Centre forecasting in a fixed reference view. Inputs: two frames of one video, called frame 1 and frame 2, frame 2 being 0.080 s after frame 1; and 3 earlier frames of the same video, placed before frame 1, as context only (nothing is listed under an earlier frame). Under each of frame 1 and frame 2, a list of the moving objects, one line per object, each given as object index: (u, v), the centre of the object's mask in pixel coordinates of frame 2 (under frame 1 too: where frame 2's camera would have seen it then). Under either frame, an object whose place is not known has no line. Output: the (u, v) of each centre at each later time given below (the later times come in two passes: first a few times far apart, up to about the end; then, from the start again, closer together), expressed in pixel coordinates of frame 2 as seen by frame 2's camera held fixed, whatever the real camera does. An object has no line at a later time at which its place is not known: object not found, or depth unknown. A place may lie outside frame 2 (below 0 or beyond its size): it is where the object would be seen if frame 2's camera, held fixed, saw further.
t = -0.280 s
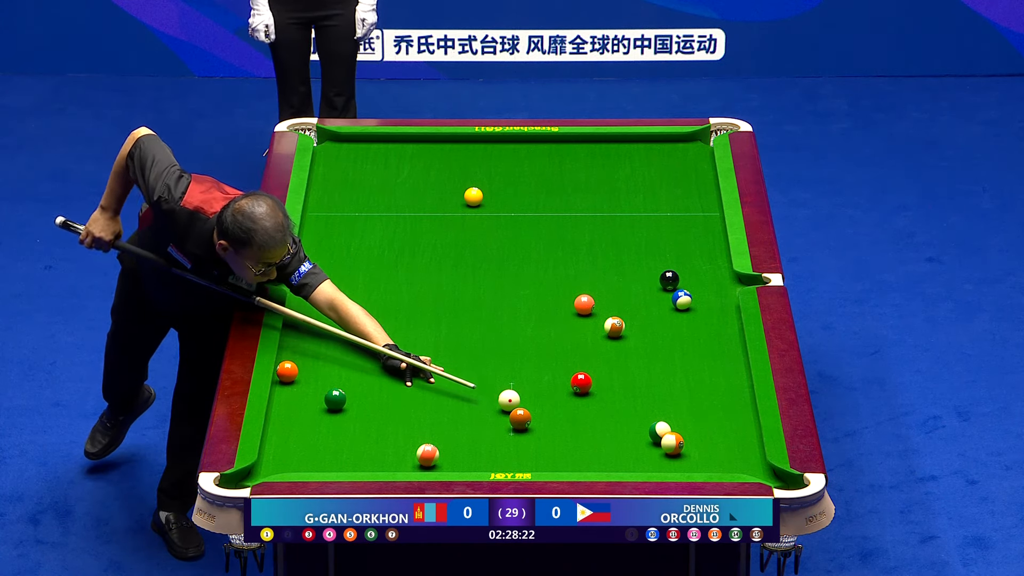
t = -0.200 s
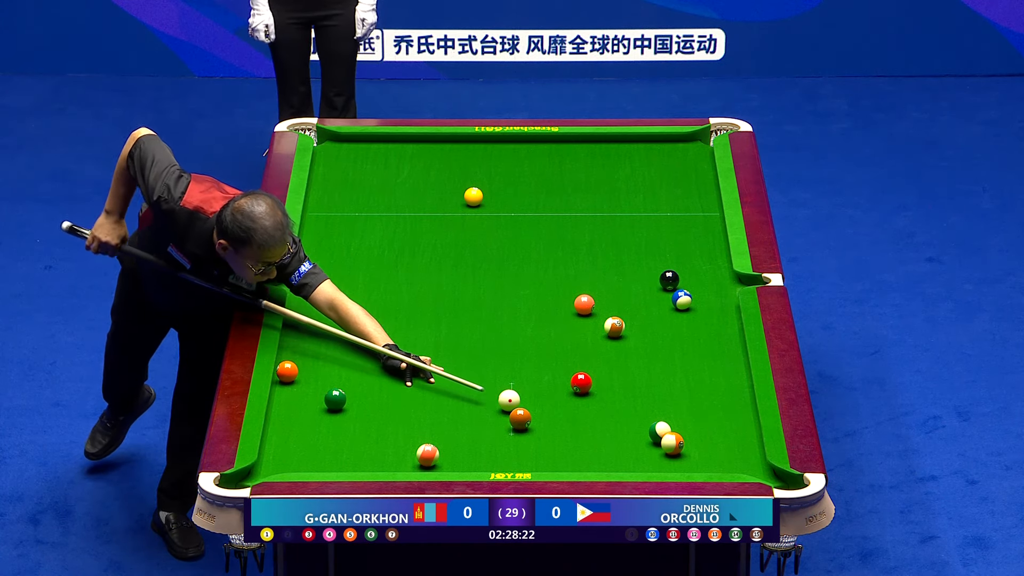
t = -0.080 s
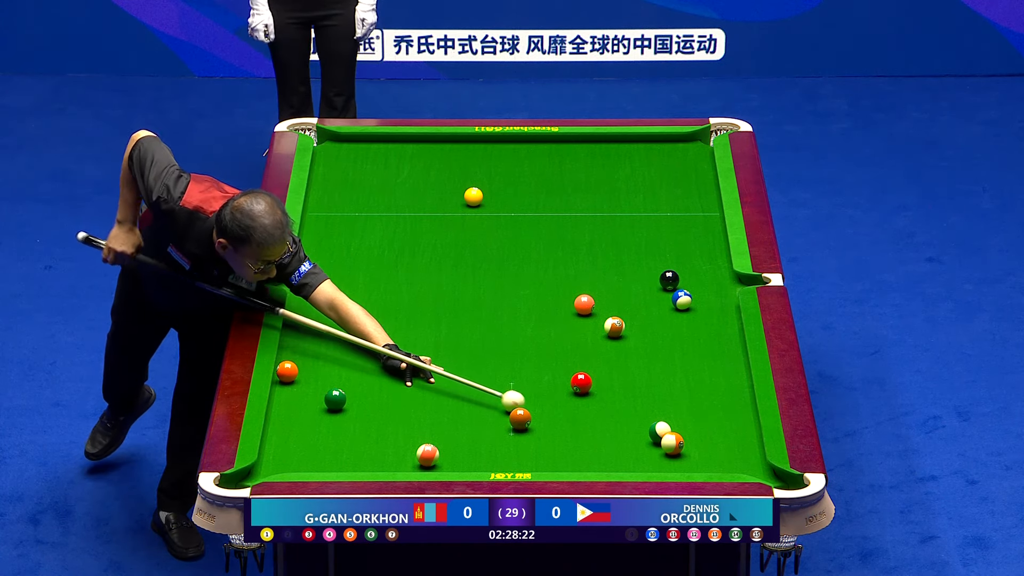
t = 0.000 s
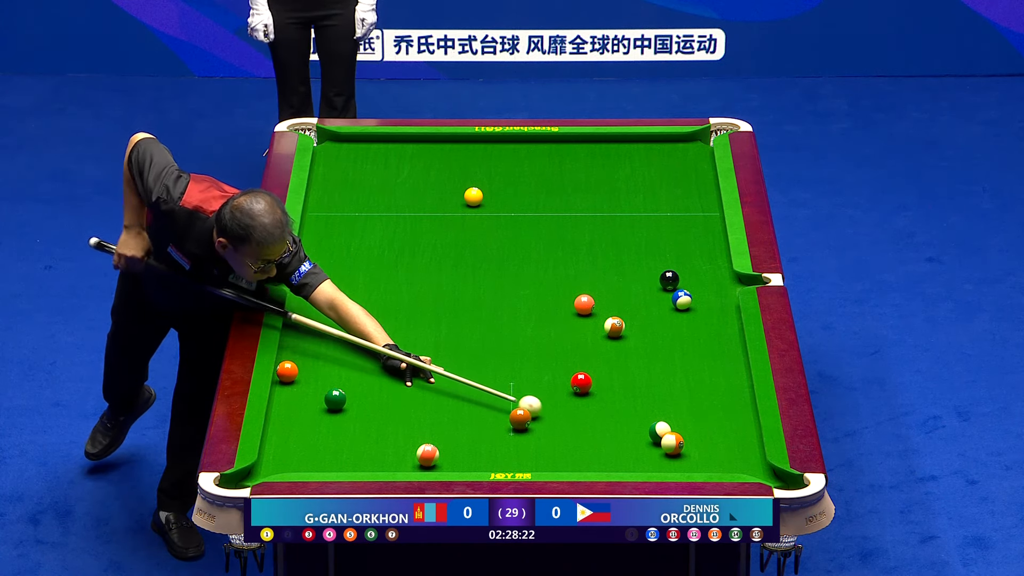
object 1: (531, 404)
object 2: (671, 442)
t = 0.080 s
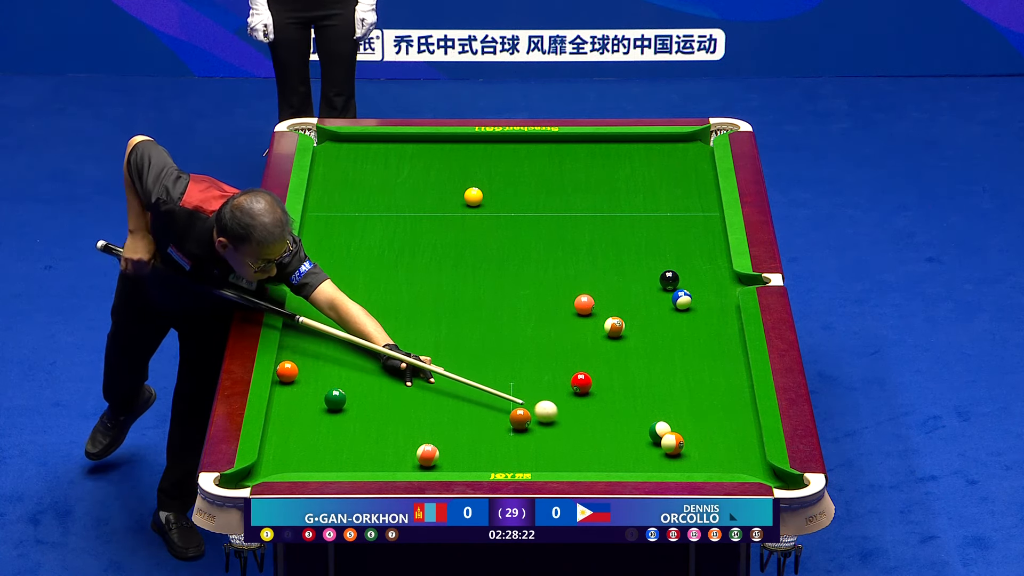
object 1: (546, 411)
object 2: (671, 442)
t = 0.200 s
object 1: (570, 419)
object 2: (671, 442)
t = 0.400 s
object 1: (609, 431)
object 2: (671, 442)
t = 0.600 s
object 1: (648, 443)
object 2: (671, 441)
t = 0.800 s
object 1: (657, 454)
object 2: (699, 444)
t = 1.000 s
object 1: (665, 463)
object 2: (721, 445)
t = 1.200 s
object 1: (673, 467)
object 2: (742, 446)
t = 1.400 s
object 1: (677, 464)
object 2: (746, 447)
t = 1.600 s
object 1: (680, 462)
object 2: (736, 447)
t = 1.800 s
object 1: (683, 458)
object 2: (726, 448)
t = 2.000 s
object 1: (686, 454)
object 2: (718, 448)
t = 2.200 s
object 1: (688, 451)
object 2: (711, 448)
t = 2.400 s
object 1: (684, 449)
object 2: (710, 448)
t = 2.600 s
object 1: (681, 448)
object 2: (710, 448)
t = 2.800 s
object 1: (679, 447)
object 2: (710, 448)
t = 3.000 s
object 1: (678, 447)
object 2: (710, 448)
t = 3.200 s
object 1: (678, 447)
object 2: (710, 448)
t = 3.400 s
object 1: (678, 447)
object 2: (710, 448)
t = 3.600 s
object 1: (679, 447)
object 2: (710, 448)
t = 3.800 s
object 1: (679, 447)
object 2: (710, 448)
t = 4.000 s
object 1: (679, 447)
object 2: (710, 448)
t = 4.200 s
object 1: (679, 447)
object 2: (710, 448)
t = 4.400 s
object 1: (679, 448)
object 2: (710, 448)
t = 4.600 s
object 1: (679, 448)
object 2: (710, 448)
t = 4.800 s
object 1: (679, 448)
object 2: (710, 448)
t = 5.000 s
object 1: (679, 448)
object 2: (710, 448)
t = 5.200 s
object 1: (679, 448)
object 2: (710, 448)
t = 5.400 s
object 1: (679, 448)
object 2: (710, 448)
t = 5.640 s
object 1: (679, 447)
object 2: (710, 448)
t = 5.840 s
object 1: (679, 448)
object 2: (710, 448)
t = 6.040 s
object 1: (679, 448)
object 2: (710, 448)
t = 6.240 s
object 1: (679, 448)
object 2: (710, 448)
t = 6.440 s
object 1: (679, 448)
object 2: (710, 448)
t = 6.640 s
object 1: (679, 448)
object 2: (710, 448)
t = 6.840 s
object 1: (679, 448)
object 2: (710, 448)
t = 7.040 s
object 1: (679, 447)
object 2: (710, 448)
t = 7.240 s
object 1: (679, 447)
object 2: (710, 448)
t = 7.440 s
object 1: (679, 447)
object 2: (710, 448)
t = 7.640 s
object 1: (679, 447)
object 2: (710, 448)
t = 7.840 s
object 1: (679, 447)
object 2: (710, 448)
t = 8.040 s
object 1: (679, 447)
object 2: (710, 448)
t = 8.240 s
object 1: (679, 447)
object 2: (710, 448)
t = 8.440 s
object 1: (679, 447)
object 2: (710, 448)
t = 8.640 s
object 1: (679, 447)
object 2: (710, 448)
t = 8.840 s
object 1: (679, 447)
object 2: (710, 448)
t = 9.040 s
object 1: (679, 447)
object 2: (710, 448)
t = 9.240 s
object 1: (679, 447)
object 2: (710, 448)
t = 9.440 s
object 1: (679, 447)
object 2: (710, 448)
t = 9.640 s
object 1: (679, 447)
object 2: (710, 448)
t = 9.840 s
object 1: (679, 447)
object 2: (710, 448)
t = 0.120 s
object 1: (554, 414)
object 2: (671, 442)
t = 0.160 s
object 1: (562, 416)
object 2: (671, 442)
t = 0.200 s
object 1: (570, 419)
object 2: (671, 442)
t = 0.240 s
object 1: (578, 421)
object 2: (671, 442)
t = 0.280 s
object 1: (585, 423)
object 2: (671, 442)
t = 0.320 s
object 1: (593, 426)
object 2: (671, 442)
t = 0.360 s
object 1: (601, 428)
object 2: (671, 442)
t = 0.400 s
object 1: (609, 431)
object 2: (671, 442)
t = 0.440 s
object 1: (617, 433)
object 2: (671, 442)
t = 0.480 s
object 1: (625, 435)
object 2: (671, 442)
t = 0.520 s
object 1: (633, 438)
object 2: (671, 442)
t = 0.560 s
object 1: (641, 441)
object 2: (671, 442)
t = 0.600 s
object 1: (648, 443)
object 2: (671, 441)
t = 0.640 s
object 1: (650, 445)
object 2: (677, 442)
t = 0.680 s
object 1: (651, 447)
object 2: (683, 442)
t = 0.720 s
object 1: (653, 449)
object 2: (689, 443)
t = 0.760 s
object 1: (655, 451)
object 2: (694, 443)
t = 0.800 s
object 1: (657, 454)
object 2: (699, 444)
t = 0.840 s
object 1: (659, 456)
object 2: (703, 444)
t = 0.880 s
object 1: (660, 458)
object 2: (708, 445)
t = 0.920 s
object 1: (662, 460)
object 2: (712, 445)
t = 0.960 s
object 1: (664, 461)
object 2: (717, 445)
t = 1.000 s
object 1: (665, 463)
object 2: (721, 445)
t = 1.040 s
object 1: (667, 464)
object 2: (726, 446)
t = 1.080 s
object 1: (669, 465)
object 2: (730, 446)
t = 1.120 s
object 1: (670, 466)
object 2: (734, 446)
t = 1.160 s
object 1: (672, 467)
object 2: (738, 446)
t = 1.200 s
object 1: (673, 467)
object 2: (742, 446)
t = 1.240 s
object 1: (674, 466)
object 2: (746, 446)
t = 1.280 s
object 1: (675, 466)
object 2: (750, 447)
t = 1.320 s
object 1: (675, 465)
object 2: (751, 447)
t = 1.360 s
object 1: (676, 465)
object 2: (749, 447)
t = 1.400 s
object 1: (677, 464)
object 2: (746, 447)
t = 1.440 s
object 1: (678, 464)
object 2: (745, 447)
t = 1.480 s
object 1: (678, 463)
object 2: (742, 447)
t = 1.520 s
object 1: (679, 462)
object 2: (740, 447)
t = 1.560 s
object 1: (680, 462)
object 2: (738, 447)
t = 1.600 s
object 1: (680, 462)
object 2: (736, 447)
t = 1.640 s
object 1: (681, 461)
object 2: (734, 447)
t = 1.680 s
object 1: (681, 461)
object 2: (732, 448)
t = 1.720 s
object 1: (682, 460)
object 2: (730, 448)
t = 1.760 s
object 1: (683, 459)
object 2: (728, 448)
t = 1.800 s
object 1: (683, 458)
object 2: (726, 448)
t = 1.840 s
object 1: (684, 457)
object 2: (724, 448)
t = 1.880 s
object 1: (684, 456)
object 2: (723, 448)
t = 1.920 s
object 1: (685, 455)
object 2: (722, 448)
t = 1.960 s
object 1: (685, 455)
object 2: (720, 448)
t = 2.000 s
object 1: (686, 454)
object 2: (718, 448)
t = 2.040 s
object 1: (686, 454)
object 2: (716, 448)
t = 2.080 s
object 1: (687, 453)
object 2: (715, 448)
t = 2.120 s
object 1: (687, 452)
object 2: (713, 448)
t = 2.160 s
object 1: (687, 452)
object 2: (712, 448)
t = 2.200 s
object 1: (688, 451)
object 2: (711, 448)
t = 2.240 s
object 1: (687, 451)
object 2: (710, 448)
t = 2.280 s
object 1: (686, 450)
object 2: (710, 448)
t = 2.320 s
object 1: (686, 450)
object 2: (710, 448)
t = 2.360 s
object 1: (685, 450)
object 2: (710, 448)
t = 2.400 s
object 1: (684, 449)
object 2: (710, 448)
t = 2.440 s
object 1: (684, 449)
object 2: (710, 448)
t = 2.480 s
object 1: (683, 449)
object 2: (710, 448)
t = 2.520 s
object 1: (682, 449)
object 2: (710, 448)
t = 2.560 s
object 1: (682, 448)
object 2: (710, 448)
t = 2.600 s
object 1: (681, 448)
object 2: (710, 448)
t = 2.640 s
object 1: (681, 448)
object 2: (710, 448)
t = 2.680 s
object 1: (680, 448)
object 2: (710, 448)
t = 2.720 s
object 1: (680, 448)
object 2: (710, 448)
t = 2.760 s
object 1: (680, 448)
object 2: (710, 448)
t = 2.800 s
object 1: (679, 447)
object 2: (710, 448)
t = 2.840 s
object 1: (679, 447)
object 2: (710, 448)
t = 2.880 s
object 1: (679, 447)
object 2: (710, 448)
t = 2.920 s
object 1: (678, 447)
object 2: (710, 448)
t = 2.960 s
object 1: (678, 447)
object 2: (710, 448)
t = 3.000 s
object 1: (678, 447)
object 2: (710, 448)
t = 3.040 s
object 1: (678, 447)
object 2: (710, 448)
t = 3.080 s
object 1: (678, 447)
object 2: (710, 448)
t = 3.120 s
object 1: (678, 447)
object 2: (710, 448)
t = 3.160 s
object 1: (678, 447)
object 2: (710, 448)
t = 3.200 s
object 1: (678, 447)
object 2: (710, 448)
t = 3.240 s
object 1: (678, 447)
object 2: (710, 448)
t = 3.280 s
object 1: (678, 447)
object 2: (710, 448)
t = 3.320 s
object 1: (678, 447)
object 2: (710, 448)
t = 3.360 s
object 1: (678, 447)
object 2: (710, 448)
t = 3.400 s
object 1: (678, 447)
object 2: (710, 448)
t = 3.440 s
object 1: (678, 447)
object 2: (710, 448)
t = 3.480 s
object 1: (678, 447)
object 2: (710, 448)
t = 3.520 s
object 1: (679, 447)
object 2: (710, 448)
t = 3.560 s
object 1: (679, 447)
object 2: (710, 448)
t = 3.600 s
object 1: (679, 447)
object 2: (710, 448)
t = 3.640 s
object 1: (679, 447)
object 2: (710, 448)
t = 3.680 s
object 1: (679, 447)
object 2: (710, 448)
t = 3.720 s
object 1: (679, 447)
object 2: (710, 448)
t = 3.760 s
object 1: (679, 447)
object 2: (710, 448)
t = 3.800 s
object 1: (679, 447)
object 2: (710, 448)
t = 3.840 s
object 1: (679, 447)
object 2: (710, 448)
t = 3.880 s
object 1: (679, 447)
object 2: (710, 448)
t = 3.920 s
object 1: (679, 447)
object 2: (710, 448)
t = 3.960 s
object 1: (679, 447)
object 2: (710, 448)
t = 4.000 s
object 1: (679, 447)
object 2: (710, 448)
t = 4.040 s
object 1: (679, 447)
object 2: (710, 448)
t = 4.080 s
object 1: (679, 447)
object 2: (710, 448)
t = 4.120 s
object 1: (679, 447)
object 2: (710, 448)
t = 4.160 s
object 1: (679, 447)
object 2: (710, 448)
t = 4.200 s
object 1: (679, 447)
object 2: (710, 448)
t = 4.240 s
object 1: (679, 447)
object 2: (710, 448)
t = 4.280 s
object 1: (679, 448)
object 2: (710, 448)
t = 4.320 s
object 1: (679, 448)
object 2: (710, 448)
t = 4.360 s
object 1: (679, 447)
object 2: (710, 448)
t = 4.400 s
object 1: (679, 448)
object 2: (710, 448)
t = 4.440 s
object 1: (679, 448)
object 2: (710, 448)
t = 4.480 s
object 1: (679, 448)
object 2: (710, 448)
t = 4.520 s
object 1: (679, 448)
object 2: (710, 448)
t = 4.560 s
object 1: (679, 448)
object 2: (710, 448)
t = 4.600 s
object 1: (679, 448)
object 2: (710, 448)
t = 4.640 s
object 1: (679, 448)
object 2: (710, 448)
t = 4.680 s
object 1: (679, 448)
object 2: (710, 448)
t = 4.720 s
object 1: (679, 448)
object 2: (710, 448)
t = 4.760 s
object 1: (679, 447)
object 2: (710, 448)
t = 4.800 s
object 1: (679, 448)
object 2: (710, 448)
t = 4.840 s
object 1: (679, 448)
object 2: (710, 448)
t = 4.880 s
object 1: (679, 448)
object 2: (710, 448)
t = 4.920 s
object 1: (679, 448)
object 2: (710, 448)
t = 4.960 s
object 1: (679, 448)
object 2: (710, 448)
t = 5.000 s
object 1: (679, 448)
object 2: (710, 448)
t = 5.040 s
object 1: (679, 447)
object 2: (710, 448)
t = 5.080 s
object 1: (679, 448)
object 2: (710, 448)
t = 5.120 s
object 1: (679, 447)
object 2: (710, 448)
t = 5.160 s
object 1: (679, 448)
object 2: (710, 448)
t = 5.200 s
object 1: (679, 448)
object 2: (710, 448)
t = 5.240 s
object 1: (679, 448)
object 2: (710, 448)
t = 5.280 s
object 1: (679, 447)
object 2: (710, 448)
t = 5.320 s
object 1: (679, 448)
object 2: (710, 448)
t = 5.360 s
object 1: (679, 448)
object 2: (710, 448)
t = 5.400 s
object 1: (679, 448)
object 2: (710, 448)
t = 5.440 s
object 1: (679, 448)
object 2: (710, 448)
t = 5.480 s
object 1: (679, 448)
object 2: (710, 448)
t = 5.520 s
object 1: (679, 448)
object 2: (710, 448)
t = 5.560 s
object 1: (679, 448)
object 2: (710, 448)
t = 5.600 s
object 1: (679, 448)
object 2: (710, 448)
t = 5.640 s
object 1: (679, 447)
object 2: (710, 448)
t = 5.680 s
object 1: (679, 448)
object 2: (710, 448)
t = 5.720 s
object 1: (679, 448)
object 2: (710, 448)
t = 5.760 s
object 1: (679, 448)
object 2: (710, 448)
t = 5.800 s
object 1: (679, 448)
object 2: (710, 448)
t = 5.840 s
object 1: (679, 448)
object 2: (710, 448)
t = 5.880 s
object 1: (679, 448)
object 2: (710, 448)
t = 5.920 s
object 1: (679, 448)
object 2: (710, 448)
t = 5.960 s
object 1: (679, 447)
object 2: (710, 448)
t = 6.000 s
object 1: (679, 448)
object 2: (710, 448)
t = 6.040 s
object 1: (679, 448)
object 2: (710, 448)
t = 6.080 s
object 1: (679, 448)
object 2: (710, 448)
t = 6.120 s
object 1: (679, 448)
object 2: (710, 448)
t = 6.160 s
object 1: (679, 448)
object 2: (710, 448)
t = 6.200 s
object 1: (679, 447)
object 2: (710, 448)
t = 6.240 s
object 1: (679, 448)
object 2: (710, 448)
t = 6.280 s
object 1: (679, 448)
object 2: (710, 448)
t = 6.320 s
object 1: (679, 448)
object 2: (710, 448)
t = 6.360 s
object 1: (679, 448)
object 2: (710, 448)
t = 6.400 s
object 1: (679, 448)
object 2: (710, 448)
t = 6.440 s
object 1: (679, 448)
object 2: (710, 448)
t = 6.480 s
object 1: (679, 448)
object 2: (710, 448)
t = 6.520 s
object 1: (679, 448)
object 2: (710, 448)
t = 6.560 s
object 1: (679, 448)
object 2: (710, 448)
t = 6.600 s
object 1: (679, 448)
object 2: (710, 448)
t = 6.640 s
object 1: (679, 448)
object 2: (710, 448)
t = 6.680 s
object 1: (679, 448)
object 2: (710, 448)
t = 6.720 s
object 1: (679, 447)
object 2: (710, 448)
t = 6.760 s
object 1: (679, 448)
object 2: (710, 448)
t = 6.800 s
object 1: (679, 447)
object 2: (710, 448)
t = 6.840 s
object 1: (679, 448)
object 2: (710, 448)
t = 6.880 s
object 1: (679, 448)
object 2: (710, 448)
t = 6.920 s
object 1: (679, 448)
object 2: (710, 448)
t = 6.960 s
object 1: (679, 447)
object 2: (710, 448)
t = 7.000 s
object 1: (679, 447)
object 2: (710, 448)
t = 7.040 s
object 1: (679, 447)
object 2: (710, 448)
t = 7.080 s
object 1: (679, 448)
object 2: (710, 448)
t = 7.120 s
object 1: (679, 447)
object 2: (710, 448)
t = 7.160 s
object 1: (679, 447)
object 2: (710, 448)
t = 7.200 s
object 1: (679, 447)
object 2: (710, 448)
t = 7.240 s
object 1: (679, 447)
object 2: (710, 448)
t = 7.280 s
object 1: (679, 447)
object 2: (710, 448)
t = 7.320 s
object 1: (679, 447)
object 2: (710, 448)
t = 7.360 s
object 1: (679, 447)
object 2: (710, 448)
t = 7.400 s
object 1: (679, 447)
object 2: (710, 448)
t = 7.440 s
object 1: (679, 447)
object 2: (710, 448)
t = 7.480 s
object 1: (679, 447)
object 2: (710, 448)
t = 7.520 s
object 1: (679, 447)
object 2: (710, 448)
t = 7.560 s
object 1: (679, 447)
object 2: (710, 448)
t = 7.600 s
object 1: (679, 447)
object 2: (710, 448)
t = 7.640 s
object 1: (679, 447)
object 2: (710, 448)
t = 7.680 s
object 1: (679, 447)
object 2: (710, 448)
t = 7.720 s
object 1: (679, 447)
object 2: (710, 448)
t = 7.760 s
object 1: (679, 447)
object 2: (710, 448)
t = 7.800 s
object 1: (679, 447)
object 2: (710, 448)
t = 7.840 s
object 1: (679, 447)
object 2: (710, 448)
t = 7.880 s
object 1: (679, 447)
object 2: (710, 448)
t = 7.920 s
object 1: (679, 447)
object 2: (710, 448)
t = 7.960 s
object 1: (679, 447)
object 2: (710, 448)
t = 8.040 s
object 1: (679, 447)
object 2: (710, 448)
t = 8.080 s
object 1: (679, 447)
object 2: (710, 448)
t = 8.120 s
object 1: (679, 447)
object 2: (710, 448)
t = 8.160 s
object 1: (679, 447)
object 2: (710, 448)
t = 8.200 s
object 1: (679, 447)
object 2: (710, 448)
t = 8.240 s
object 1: (679, 447)
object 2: (710, 448)
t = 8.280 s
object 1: (679, 447)
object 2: (710, 448)
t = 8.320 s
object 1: (679, 447)
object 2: (710, 448)
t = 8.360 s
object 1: (679, 447)
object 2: (710, 448)
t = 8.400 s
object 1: (679, 447)
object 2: (710, 448)
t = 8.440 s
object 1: (679, 447)
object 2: (710, 448)
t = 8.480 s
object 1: (679, 447)
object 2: (710, 448)
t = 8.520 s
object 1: (679, 447)
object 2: (710, 448)
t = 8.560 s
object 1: (679, 447)
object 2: (710, 448)
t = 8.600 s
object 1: (679, 447)
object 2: (710, 448)
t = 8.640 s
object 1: (679, 447)
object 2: (710, 448)
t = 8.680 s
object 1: (679, 447)
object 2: (710, 448)
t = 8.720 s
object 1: (679, 447)
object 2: (710, 448)
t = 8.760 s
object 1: (679, 447)
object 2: (710, 448)
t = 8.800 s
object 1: (679, 447)
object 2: (710, 448)
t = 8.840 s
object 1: (679, 447)
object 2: (710, 448)
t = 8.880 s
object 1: (679, 447)
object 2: (710, 448)
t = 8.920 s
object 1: (679, 447)
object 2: (710, 448)
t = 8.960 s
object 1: (679, 447)
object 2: (710, 448)
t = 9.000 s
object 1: (679, 447)
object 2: (710, 448)
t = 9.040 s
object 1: (679, 447)
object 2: (710, 448)
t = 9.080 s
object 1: (679, 447)
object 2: (710, 448)
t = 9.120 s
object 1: (679, 447)
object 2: (710, 448)
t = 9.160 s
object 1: (679, 447)
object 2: (710, 448)
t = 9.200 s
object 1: (679, 447)
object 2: (710, 448)
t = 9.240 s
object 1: (679, 447)
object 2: (710, 448)
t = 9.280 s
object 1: (679, 447)
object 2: (710, 448)
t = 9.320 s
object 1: (679, 447)
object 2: (710, 448)
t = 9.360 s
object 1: (679, 447)
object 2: (710, 448)
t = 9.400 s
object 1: (679, 447)
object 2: (710, 448)
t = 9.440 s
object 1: (679, 447)
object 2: (710, 448)
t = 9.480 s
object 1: (679, 447)
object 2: (710, 448)
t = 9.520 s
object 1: (679, 447)
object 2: (710, 448)
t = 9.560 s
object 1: (679, 447)
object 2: (710, 448)
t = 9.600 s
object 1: (679, 447)
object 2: (710, 448)
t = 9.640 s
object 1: (679, 447)
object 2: (710, 448)
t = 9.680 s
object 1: (679, 447)
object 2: (710, 448)
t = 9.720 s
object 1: (679, 447)
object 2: (710, 448)
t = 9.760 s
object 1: (679, 447)
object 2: (710, 448)
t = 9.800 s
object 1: (679, 447)
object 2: (710, 448)
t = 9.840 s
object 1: (679, 447)
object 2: (710, 448)
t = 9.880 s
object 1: (679, 447)
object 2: (710, 448)
